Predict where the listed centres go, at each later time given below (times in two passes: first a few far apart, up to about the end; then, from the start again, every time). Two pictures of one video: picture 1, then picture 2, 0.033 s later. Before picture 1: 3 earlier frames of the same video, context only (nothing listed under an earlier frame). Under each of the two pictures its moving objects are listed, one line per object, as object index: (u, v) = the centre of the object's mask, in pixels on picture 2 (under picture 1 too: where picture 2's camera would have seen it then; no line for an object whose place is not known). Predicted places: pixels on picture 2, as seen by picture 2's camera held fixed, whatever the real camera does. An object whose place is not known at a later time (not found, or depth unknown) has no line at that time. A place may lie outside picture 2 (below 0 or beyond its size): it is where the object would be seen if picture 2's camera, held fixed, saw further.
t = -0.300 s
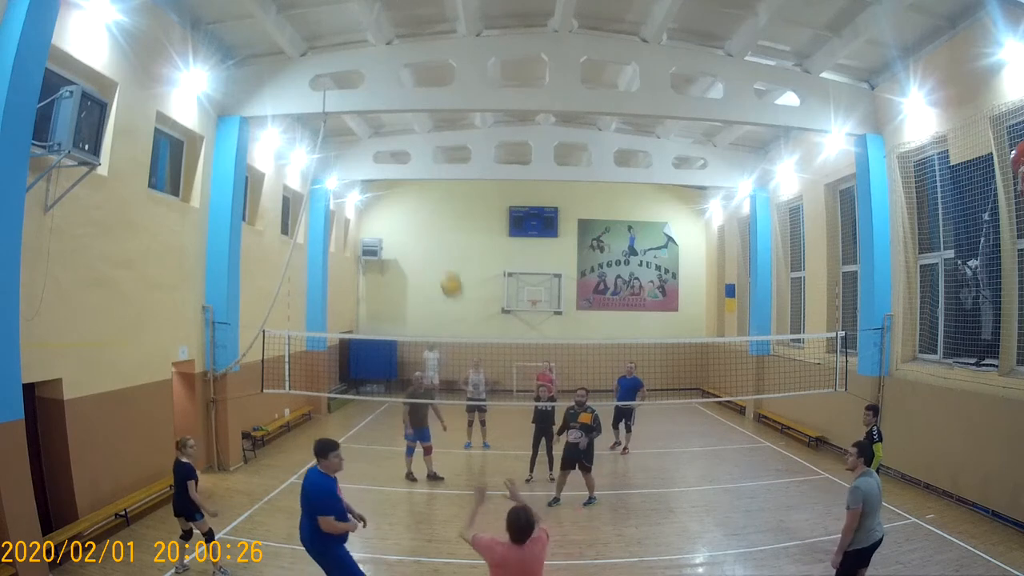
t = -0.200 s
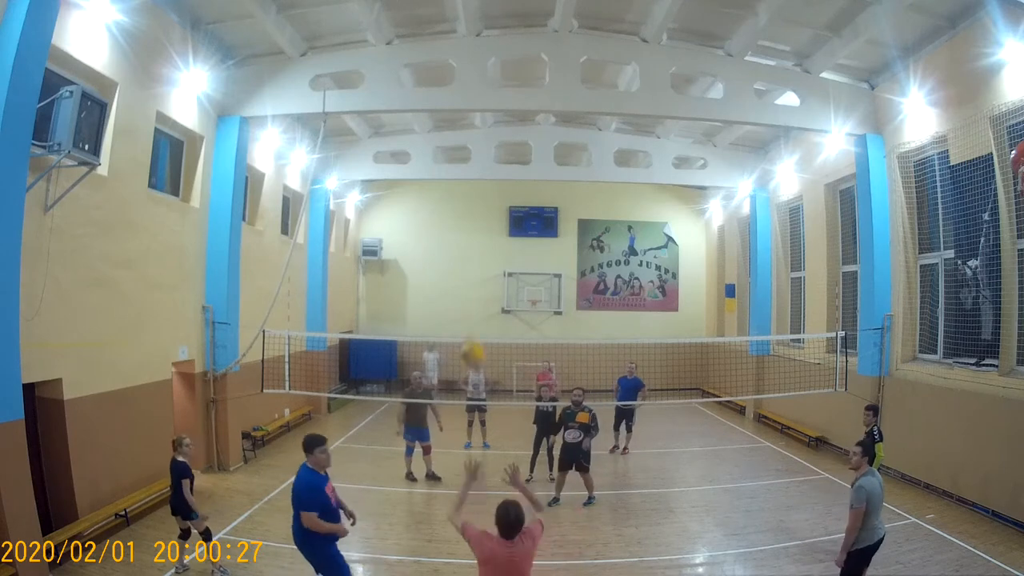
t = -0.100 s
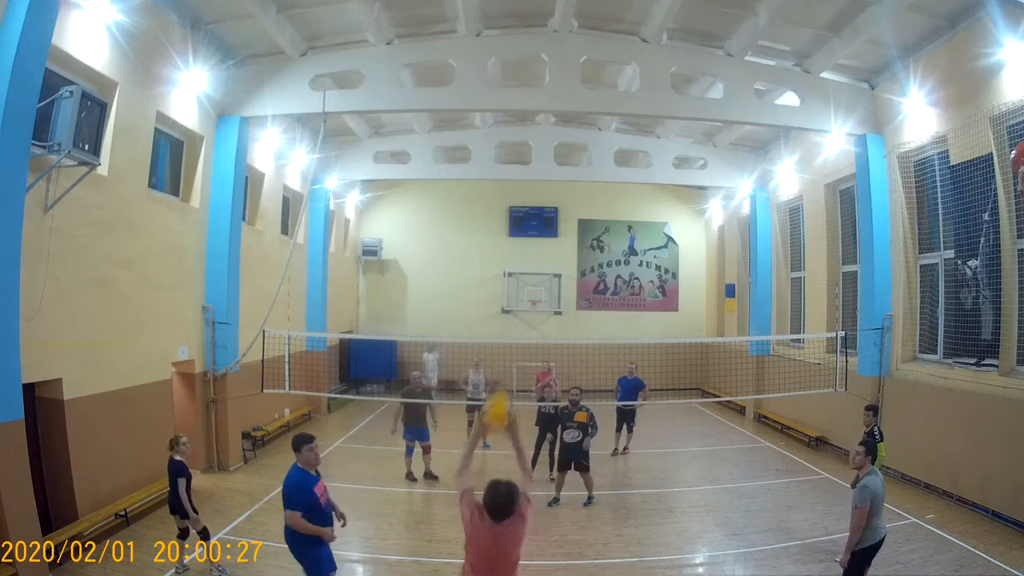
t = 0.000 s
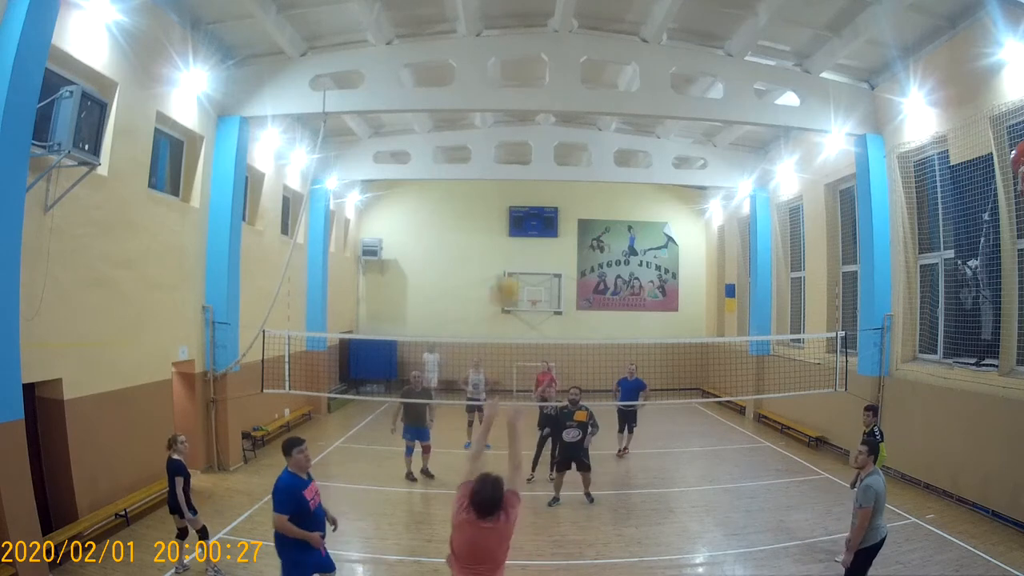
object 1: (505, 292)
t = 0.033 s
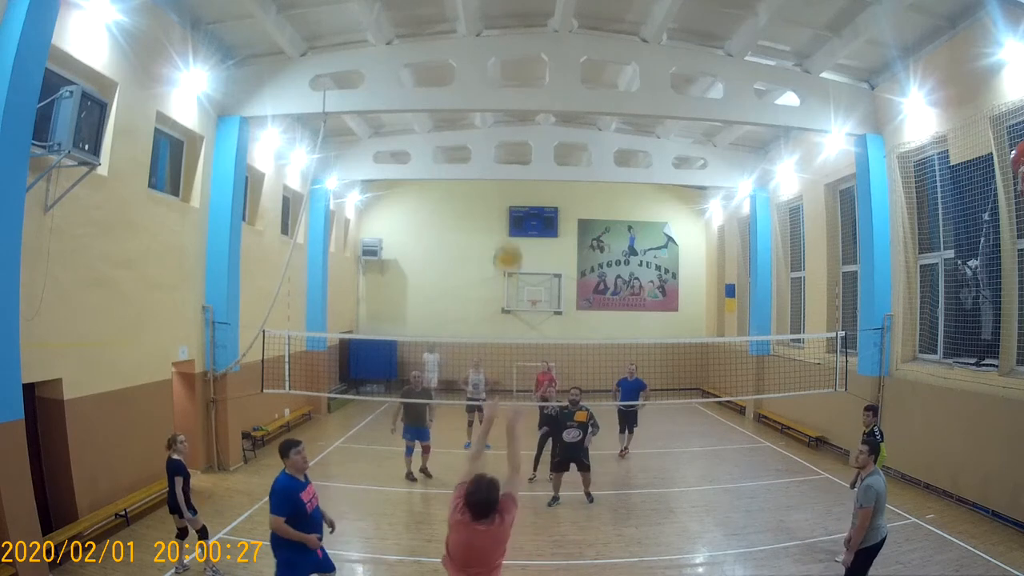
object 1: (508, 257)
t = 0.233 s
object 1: (517, 108)
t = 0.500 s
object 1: (525, 27)
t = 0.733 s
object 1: (530, 24)
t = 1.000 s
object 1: (534, 82)
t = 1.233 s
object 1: (537, 184)
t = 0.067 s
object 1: (511, 225)
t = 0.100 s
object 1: (511, 196)
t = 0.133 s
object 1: (514, 171)
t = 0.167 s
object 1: (516, 149)
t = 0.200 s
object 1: (516, 126)
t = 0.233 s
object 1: (517, 108)
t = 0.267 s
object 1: (518, 92)
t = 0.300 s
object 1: (519, 78)
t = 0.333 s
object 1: (521, 66)
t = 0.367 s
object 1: (522, 54)
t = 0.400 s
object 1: (523, 46)
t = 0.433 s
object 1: (524, 38)
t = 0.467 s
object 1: (525, 32)
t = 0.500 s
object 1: (525, 27)
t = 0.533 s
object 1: (526, 22)
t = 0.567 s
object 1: (527, 20)
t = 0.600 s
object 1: (527, 19)
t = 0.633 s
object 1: (528, 19)
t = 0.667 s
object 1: (529, 19)
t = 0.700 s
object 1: (530, 21)
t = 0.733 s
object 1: (530, 24)
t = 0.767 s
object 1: (530, 28)
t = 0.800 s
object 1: (531, 32)
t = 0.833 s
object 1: (532, 38)
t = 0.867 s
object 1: (532, 45)
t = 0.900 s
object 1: (532, 53)
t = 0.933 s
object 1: (533, 61)
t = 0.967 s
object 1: (533, 72)
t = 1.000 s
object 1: (534, 82)
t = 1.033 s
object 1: (534, 94)
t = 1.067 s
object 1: (535, 106)
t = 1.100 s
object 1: (536, 119)
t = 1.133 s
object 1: (536, 135)
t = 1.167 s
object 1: (536, 151)
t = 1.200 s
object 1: (536, 168)
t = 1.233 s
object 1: (537, 184)
